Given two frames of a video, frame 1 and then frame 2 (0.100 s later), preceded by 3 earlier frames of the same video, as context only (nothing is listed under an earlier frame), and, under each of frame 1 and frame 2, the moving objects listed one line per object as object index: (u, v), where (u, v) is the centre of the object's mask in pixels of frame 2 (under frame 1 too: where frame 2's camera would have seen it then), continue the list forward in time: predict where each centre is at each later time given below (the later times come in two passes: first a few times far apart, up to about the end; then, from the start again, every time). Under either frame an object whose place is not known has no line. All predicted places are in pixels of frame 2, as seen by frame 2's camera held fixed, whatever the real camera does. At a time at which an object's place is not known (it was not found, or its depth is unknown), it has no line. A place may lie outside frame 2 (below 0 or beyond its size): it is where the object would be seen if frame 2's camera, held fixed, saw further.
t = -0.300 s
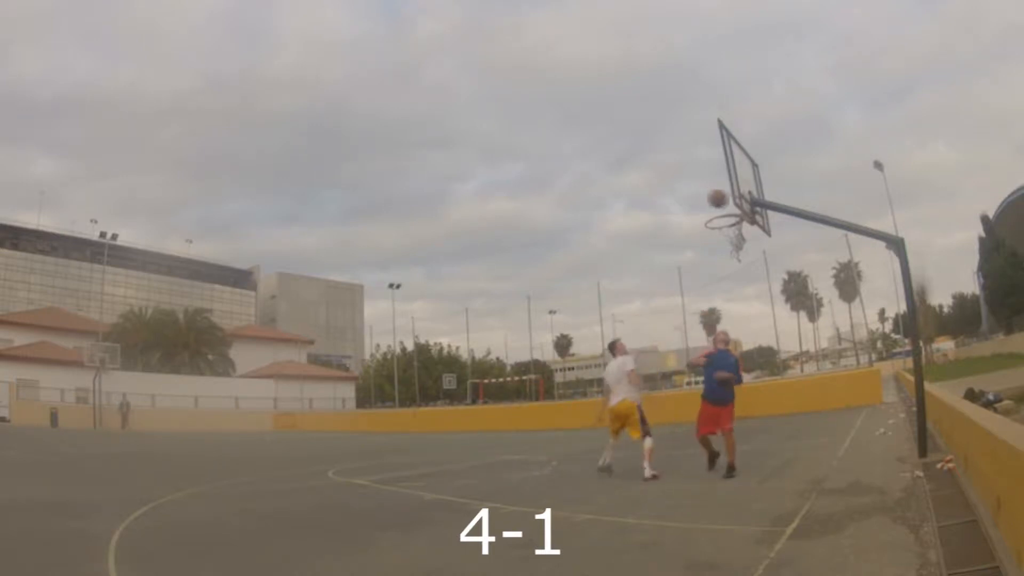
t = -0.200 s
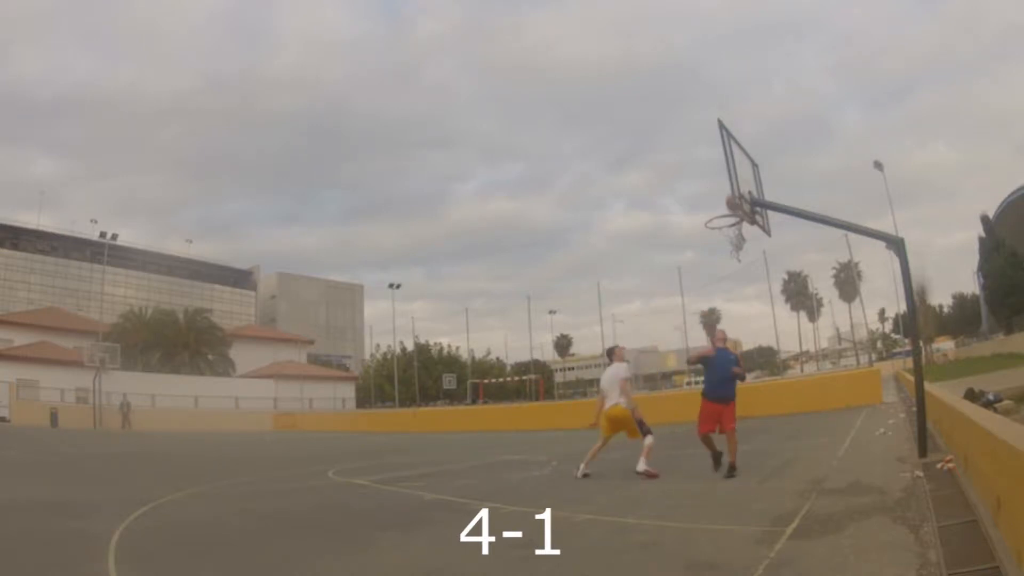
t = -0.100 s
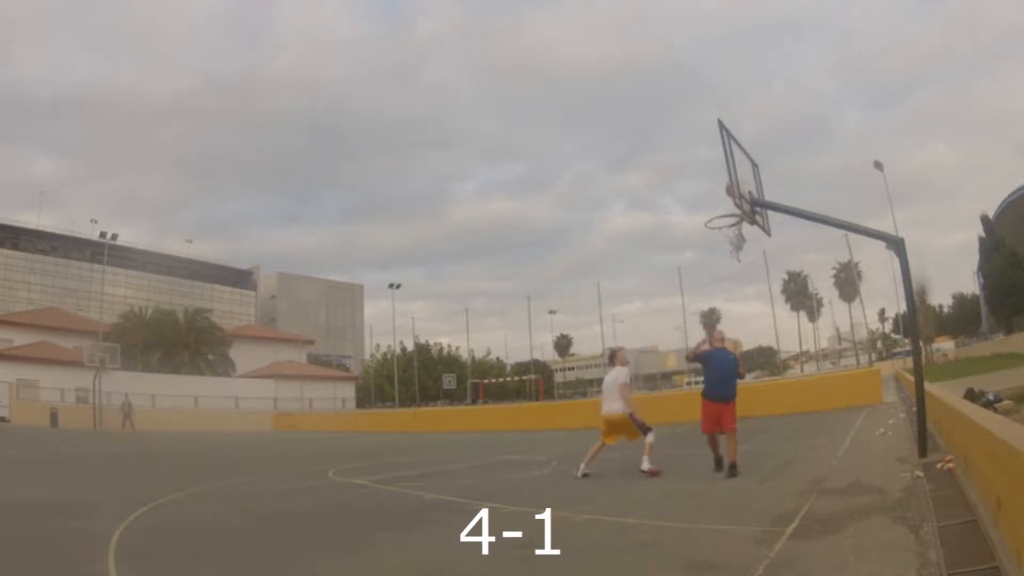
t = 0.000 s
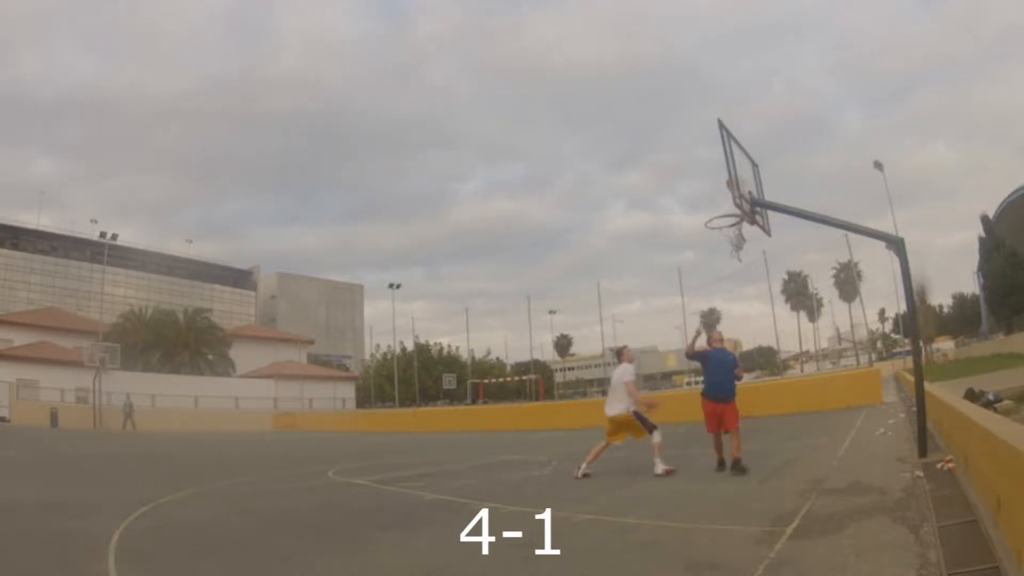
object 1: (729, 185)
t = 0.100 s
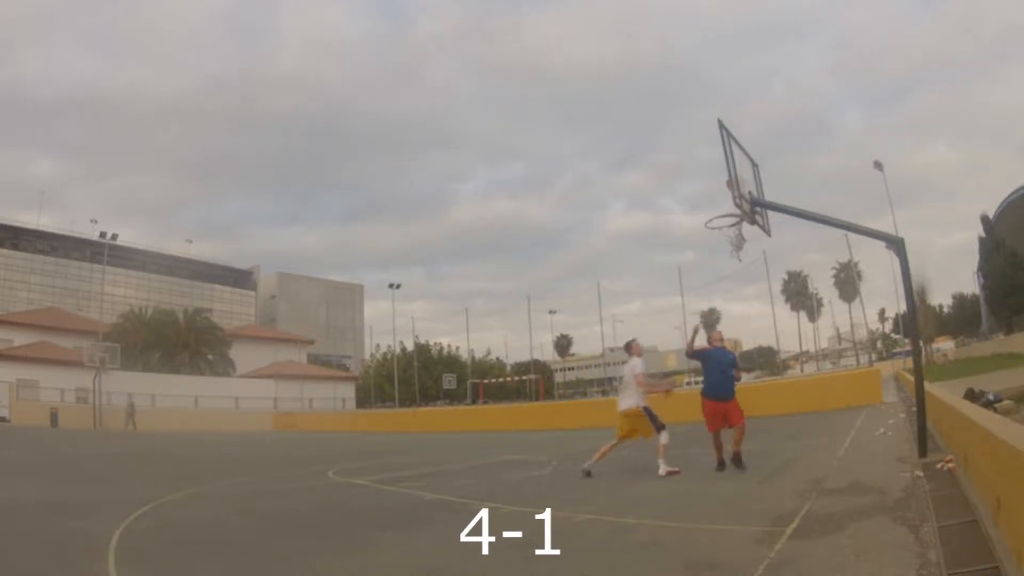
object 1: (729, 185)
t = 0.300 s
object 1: (735, 204)
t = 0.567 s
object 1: (721, 198)
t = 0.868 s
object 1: (722, 217)
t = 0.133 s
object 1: (728, 186)
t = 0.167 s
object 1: (728, 187)
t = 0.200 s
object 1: (728, 189)
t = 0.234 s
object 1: (729, 194)
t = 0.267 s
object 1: (730, 199)
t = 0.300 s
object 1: (735, 204)
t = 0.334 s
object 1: (735, 206)
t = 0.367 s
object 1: (733, 204)
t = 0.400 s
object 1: (729, 200)
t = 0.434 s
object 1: (727, 198)
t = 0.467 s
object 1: (725, 197)
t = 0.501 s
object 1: (724, 196)
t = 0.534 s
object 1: (723, 196)
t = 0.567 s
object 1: (721, 198)
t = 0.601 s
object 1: (719, 200)
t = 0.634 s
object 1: (718, 203)
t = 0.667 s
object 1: (716, 206)
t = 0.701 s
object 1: (715, 210)
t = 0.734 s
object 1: (714, 216)
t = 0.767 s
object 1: (714, 219)
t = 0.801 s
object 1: (717, 218)
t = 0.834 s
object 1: (719, 217)
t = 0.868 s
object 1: (722, 217)
